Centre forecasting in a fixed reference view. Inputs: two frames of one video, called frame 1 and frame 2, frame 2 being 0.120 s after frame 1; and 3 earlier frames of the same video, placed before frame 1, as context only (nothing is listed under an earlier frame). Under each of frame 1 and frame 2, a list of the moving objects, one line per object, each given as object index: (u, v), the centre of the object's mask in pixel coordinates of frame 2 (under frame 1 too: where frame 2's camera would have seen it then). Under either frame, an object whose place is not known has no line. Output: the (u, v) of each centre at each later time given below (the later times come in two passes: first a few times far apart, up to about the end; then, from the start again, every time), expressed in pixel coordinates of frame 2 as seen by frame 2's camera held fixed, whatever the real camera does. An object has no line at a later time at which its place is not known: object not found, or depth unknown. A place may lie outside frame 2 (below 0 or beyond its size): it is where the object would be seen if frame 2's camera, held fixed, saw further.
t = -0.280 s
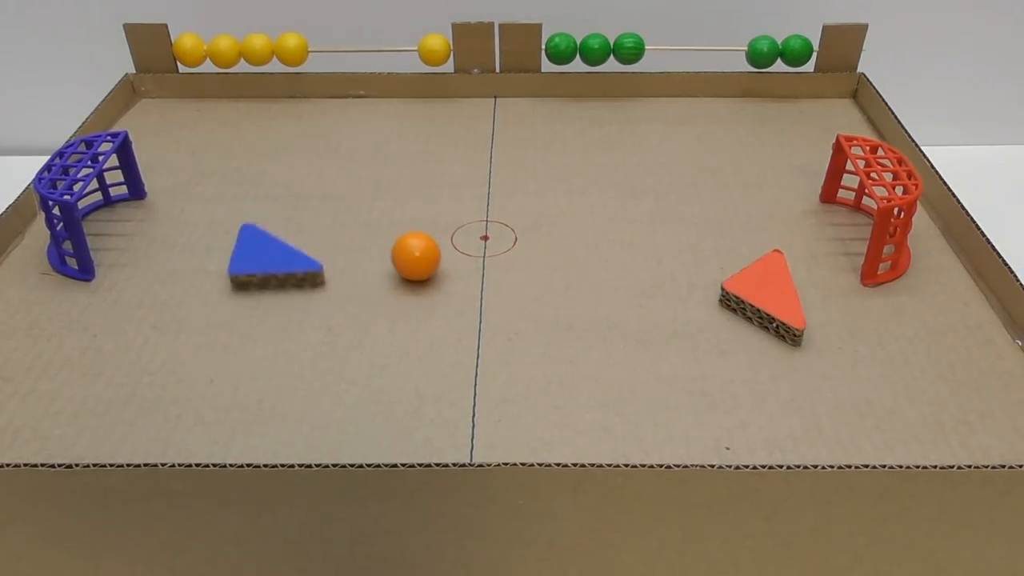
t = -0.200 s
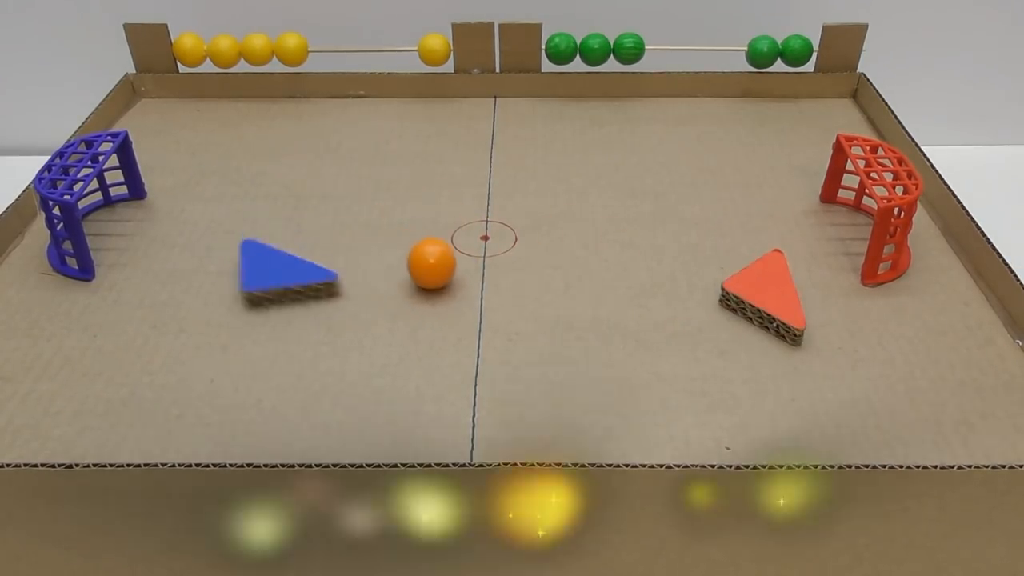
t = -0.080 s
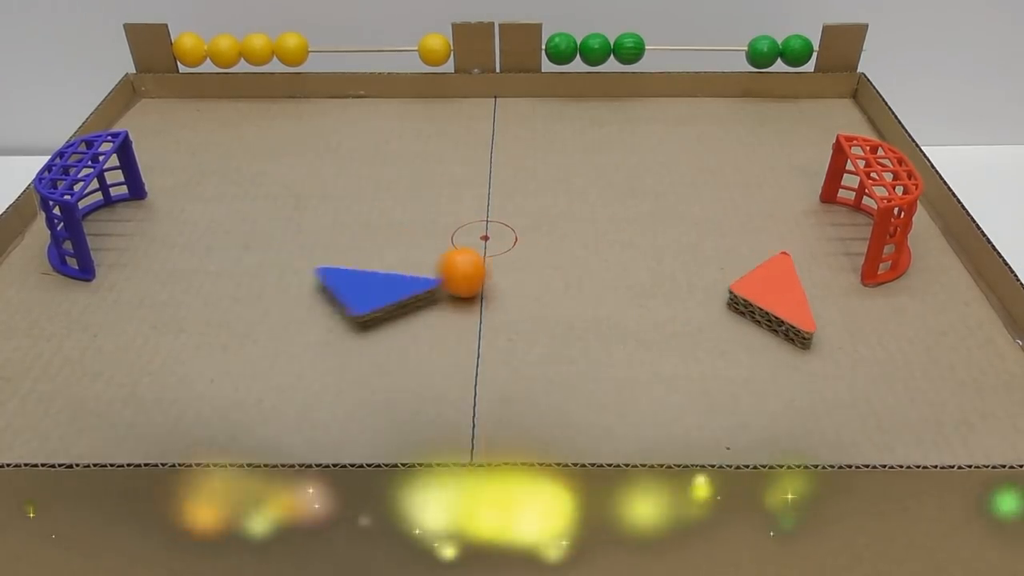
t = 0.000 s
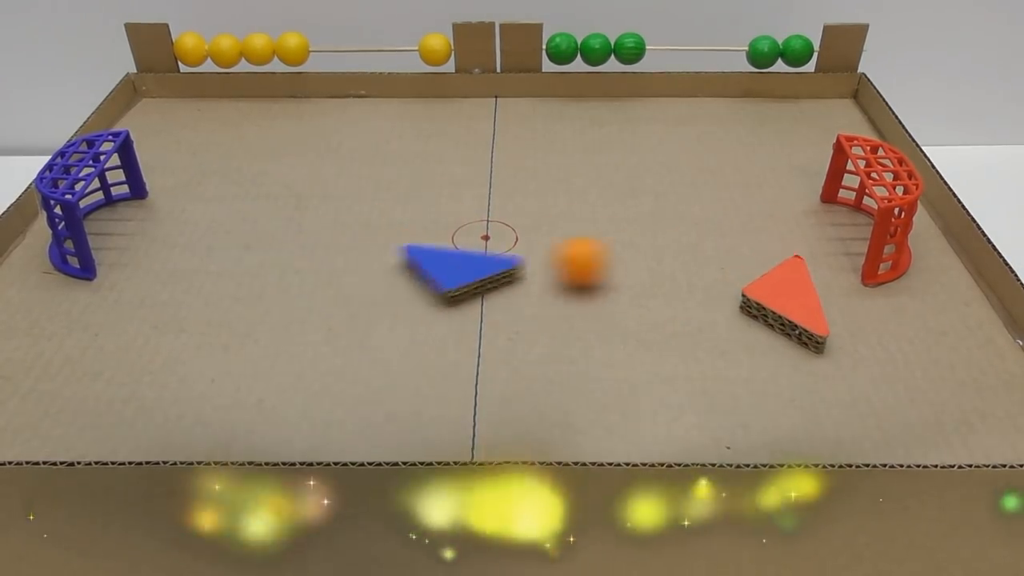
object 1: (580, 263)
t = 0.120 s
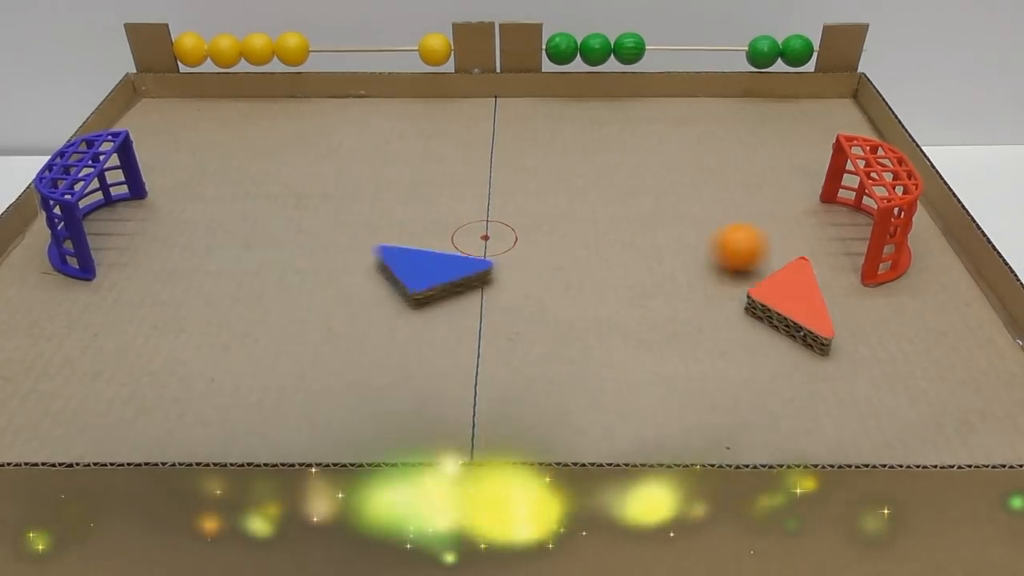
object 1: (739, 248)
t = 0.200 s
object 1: (821, 236)
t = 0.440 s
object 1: (801, 201)
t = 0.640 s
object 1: (754, 184)
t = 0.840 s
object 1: (709, 174)
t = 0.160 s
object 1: (782, 242)
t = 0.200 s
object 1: (821, 236)
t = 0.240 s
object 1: (853, 230)
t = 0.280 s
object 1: (858, 224)
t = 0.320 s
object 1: (840, 218)
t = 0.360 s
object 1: (822, 212)
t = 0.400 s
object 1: (810, 207)
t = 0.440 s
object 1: (801, 201)
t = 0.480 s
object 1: (791, 196)
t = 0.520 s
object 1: (783, 192)
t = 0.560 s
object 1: (774, 189)
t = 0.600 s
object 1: (764, 186)
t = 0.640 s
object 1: (754, 184)
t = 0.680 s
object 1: (744, 182)
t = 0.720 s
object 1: (735, 179)
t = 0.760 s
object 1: (726, 177)
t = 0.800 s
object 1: (717, 175)
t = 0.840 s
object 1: (709, 174)
